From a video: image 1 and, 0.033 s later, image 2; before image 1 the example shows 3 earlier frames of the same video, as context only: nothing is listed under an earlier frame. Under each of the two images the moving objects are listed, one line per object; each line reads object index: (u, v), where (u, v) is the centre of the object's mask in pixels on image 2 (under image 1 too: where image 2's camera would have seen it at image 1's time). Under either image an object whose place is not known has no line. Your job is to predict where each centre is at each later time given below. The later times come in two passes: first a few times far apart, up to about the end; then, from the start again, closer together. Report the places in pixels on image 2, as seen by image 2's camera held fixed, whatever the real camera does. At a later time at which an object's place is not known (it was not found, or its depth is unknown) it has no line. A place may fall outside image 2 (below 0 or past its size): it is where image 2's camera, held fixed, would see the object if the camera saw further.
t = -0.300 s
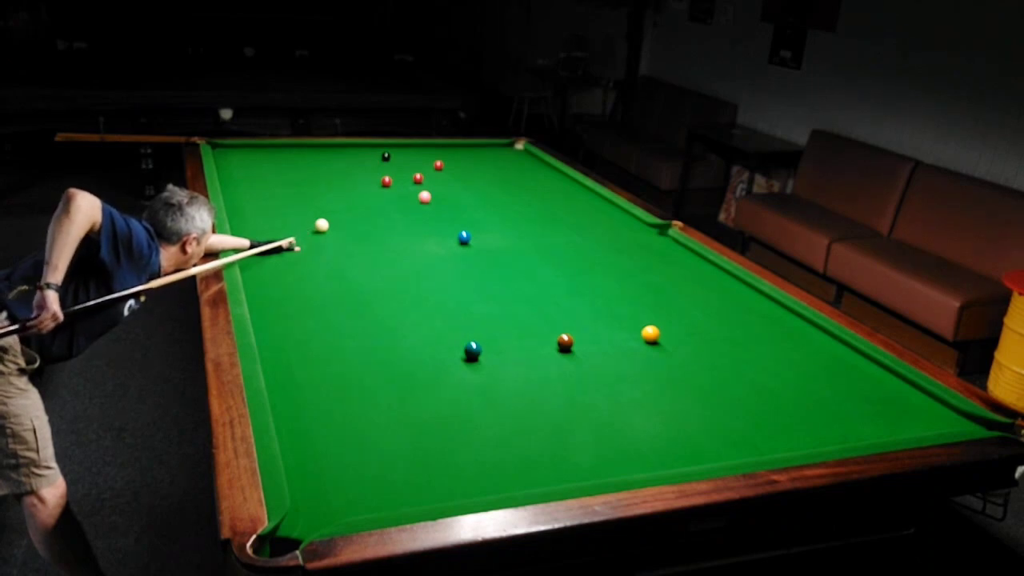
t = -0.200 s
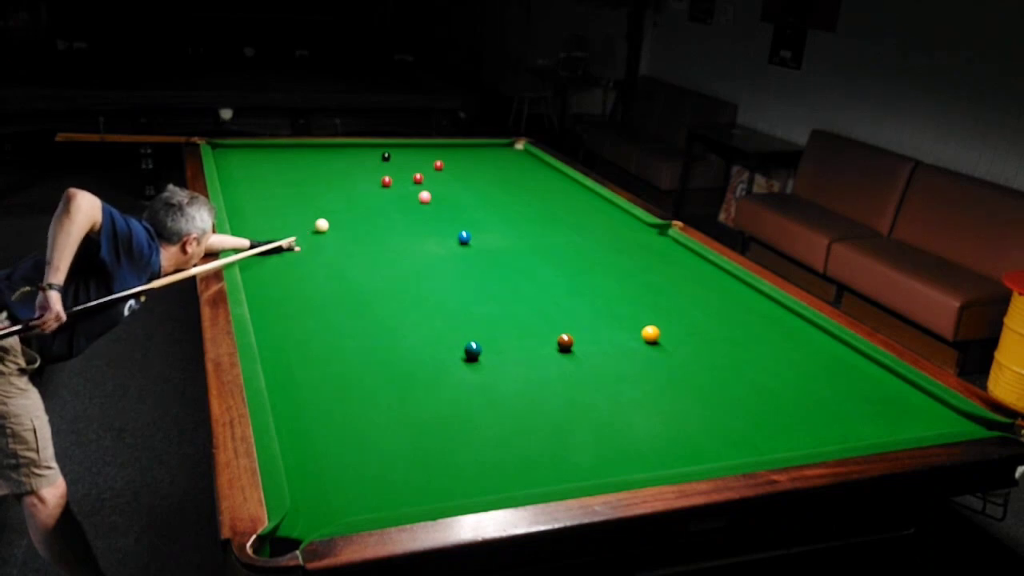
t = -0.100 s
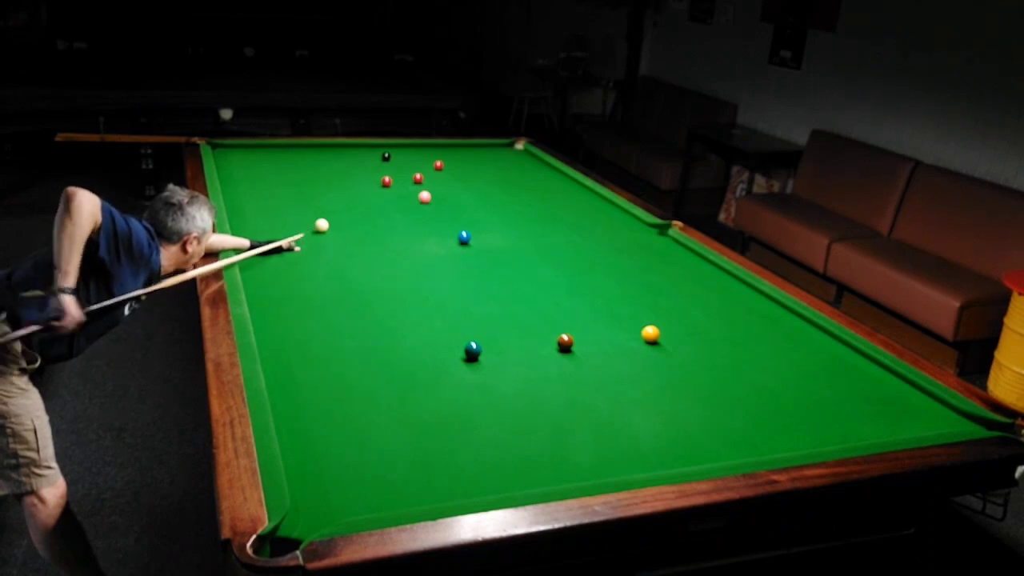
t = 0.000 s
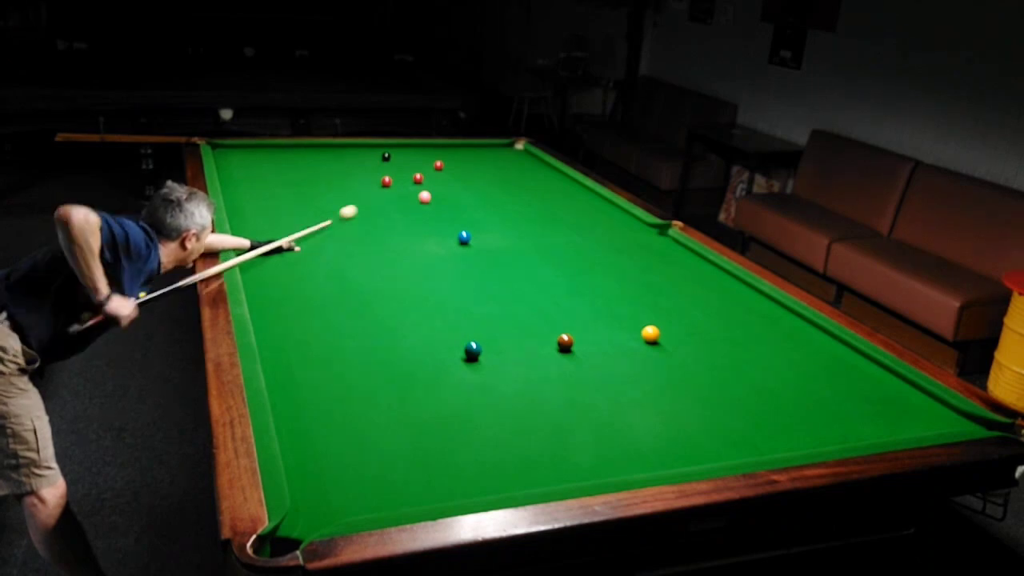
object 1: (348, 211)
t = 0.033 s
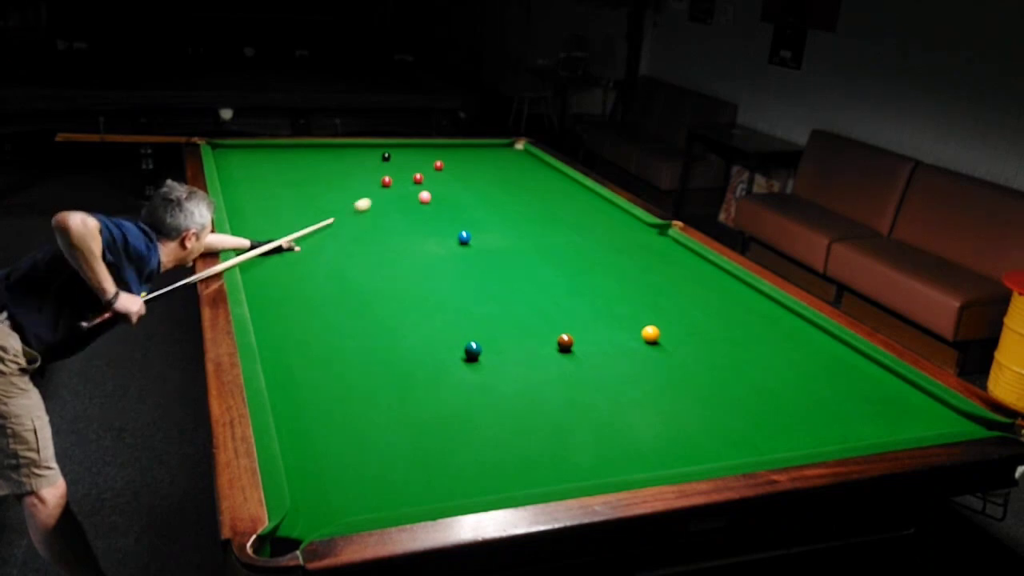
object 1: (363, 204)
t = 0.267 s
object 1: (406, 178)
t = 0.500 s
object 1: (394, 173)
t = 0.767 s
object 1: (381, 169)
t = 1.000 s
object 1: (370, 165)
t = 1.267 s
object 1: (359, 161)
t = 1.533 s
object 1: (349, 157)
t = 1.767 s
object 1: (341, 155)
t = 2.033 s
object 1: (333, 152)
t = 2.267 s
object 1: (326, 149)
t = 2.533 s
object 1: (320, 147)
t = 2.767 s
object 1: (314, 145)
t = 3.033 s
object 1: (311, 145)
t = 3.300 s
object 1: (309, 146)
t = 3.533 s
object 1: (308, 146)
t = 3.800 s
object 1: (307, 147)
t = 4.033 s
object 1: (307, 147)
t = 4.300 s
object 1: (307, 147)
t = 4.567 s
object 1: (307, 147)
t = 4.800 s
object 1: (307, 147)
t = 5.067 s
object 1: (307, 147)
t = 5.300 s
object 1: (307, 147)
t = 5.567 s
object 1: (307, 147)
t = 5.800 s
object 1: (307, 147)
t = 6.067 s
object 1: (307, 147)
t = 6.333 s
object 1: (307, 147)
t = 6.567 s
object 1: (307, 147)
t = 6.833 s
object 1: (307, 147)
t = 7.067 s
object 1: (307, 147)
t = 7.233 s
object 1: (307, 147)
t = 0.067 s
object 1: (376, 198)
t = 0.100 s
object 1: (388, 192)
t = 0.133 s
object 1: (400, 186)
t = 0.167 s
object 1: (409, 181)
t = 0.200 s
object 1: (410, 179)
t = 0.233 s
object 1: (408, 178)
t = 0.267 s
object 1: (406, 178)
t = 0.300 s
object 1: (405, 177)
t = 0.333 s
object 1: (403, 176)
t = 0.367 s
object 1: (401, 176)
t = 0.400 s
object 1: (399, 175)
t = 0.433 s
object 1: (397, 174)
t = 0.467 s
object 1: (396, 174)
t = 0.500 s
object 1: (394, 173)
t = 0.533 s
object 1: (393, 173)
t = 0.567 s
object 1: (391, 172)
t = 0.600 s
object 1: (389, 171)
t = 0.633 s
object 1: (388, 171)
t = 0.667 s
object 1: (386, 170)
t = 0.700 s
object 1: (384, 170)
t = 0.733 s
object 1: (383, 169)
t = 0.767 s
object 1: (381, 169)
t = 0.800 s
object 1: (379, 168)
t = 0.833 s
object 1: (378, 167)
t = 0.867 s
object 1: (376, 167)
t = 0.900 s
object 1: (375, 166)
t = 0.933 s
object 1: (373, 166)
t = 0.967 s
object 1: (372, 165)
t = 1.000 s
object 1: (370, 165)
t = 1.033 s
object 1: (369, 164)
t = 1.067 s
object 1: (367, 164)
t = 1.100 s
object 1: (366, 163)
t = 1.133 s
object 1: (365, 163)
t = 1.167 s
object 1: (363, 162)
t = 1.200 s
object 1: (362, 162)
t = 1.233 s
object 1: (361, 161)
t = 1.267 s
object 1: (359, 161)
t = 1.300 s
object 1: (358, 160)
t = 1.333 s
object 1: (357, 160)
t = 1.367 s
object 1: (356, 160)
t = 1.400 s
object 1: (354, 159)
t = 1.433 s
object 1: (353, 159)
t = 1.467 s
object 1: (352, 158)
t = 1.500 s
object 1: (351, 158)
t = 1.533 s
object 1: (349, 157)
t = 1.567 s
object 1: (348, 157)
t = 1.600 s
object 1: (347, 157)
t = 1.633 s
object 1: (346, 156)
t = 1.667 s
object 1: (345, 156)
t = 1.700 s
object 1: (344, 155)
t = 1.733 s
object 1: (342, 155)
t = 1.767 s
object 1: (341, 155)
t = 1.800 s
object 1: (340, 154)
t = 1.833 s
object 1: (339, 154)
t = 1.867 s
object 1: (338, 153)
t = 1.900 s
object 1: (337, 153)
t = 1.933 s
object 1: (336, 153)
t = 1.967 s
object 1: (335, 152)
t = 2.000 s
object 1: (334, 152)
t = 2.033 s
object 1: (333, 152)
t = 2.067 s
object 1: (332, 151)
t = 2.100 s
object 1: (331, 151)
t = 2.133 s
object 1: (330, 151)
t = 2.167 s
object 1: (329, 150)
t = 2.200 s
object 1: (328, 150)
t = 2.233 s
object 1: (327, 150)
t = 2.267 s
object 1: (326, 149)
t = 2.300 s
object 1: (325, 149)
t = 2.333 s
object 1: (325, 149)
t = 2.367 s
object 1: (324, 148)
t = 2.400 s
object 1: (323, 148)
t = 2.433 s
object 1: (322, 148)
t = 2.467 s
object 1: (321, 148)
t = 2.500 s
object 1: (320, 147)
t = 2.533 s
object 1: (320, 147)
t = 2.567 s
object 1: (319, 147)
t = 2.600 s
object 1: (318, 147)
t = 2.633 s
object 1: (317, 146)
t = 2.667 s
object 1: (317, 146)
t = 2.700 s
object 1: (316, 146)
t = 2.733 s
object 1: (315, 146)
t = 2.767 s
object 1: (314, 145)
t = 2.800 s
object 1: (314, 145)
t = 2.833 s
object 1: (313, 145)
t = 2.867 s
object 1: (313, 145)
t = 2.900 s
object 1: (312, 145)
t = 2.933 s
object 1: (311, 145)
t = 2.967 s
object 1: (311, 145)
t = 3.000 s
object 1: (311, 145)
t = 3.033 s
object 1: (311, 145)
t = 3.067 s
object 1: (310, 145)
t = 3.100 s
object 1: (310, 145)
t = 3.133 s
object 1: (310, 145)
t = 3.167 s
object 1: (310, 146)
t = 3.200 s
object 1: (310, 146)
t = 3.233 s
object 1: (309, 146)
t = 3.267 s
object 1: (309, 146)
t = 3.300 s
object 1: (309, 146)
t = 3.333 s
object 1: (309, 146)
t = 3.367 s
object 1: (309, 146)
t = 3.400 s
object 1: (308, 146)
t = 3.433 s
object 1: (308, 146)
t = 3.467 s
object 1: (308, 146)
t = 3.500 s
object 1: (308, 146)
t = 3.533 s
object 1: (308, 146)
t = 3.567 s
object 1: (308, 146)
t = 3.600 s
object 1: (308, 147)
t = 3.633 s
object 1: (308, 147)
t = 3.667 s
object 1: (307, 147)
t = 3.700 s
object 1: (307, 147)
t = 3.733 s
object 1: (307, 147)
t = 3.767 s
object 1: (307, 147)
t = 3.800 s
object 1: (307, 147)
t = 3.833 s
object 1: (307, 147)
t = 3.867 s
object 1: (307, 147)
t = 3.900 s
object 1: (307, 147)
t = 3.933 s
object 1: (307, 147)
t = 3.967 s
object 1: (307, 147)
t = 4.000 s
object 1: (307, 147)
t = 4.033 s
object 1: (307, 147)
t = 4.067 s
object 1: (307, 147)
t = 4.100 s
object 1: (307, 147)
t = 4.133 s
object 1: (307, 147)
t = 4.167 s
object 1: (307, 147)
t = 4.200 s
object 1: (307, 147)
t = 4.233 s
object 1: (307, 147)
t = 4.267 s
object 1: (307, 147)
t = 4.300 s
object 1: (307, 147)
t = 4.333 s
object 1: (307, 147)
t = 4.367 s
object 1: (307, 147)
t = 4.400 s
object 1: (307, 147)
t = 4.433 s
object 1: (307, 147)
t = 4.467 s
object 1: (307, 147)
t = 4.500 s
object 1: (307, 147)
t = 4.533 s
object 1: (307, 147)
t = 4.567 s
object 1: (307, 147)
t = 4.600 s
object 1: (307, 147)
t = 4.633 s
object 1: (307, 147)
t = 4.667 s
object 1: (307, 147)
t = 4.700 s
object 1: (307, 147)
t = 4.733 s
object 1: (307, 147)
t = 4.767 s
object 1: (307, 147)
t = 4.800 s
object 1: (307, 147)
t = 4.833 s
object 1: (307, 147)
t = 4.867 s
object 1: (307, 147)
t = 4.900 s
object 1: (307, 147)
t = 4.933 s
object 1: (307, 147)
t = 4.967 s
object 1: (307, 147)
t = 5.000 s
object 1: (307, 147)
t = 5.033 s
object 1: (307, 147)
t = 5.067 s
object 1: (307, 147)
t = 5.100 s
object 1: (307, 147)
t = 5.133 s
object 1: (307, 147)
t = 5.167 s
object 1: (307, 147)
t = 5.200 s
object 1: (307, 147)
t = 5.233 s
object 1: (307, 147)
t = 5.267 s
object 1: (307, 147)
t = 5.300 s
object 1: (307, 147)
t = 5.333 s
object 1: (307, 147)
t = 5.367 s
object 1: (307, 147)
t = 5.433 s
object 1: (307, 147)
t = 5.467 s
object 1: (307, 147)
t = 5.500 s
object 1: (307, 147)
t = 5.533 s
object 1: (307, 147)
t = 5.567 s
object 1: (307, 147)
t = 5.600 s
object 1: (307, 147)
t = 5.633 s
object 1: (307, 147)
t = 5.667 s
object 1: (307, 147)
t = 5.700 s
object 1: (307, 147)
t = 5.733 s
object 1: (307, 147)
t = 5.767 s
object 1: (307, 147)
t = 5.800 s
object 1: (307, 147)
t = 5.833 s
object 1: (307, 147)
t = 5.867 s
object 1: (307, 147)
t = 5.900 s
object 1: (307, 147)
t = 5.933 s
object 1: (307, 147)
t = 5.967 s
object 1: (307, 147)
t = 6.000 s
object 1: (307, 147)
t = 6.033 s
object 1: (307, 147)
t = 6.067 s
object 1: (307, 147)
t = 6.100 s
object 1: (307, 147)
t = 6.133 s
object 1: (307, 147)
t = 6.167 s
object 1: (307, 147)
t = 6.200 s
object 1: (307, 147)
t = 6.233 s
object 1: (307, 147)
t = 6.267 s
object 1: (307, 147)
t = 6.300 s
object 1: (307, 147)
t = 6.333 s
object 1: (307, 147)
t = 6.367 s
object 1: (307, 147)
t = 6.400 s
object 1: (307, 147)
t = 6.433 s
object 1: (307, 147)
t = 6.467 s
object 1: (307, 147)
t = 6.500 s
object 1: (307, 147)
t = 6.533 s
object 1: (307, 147)
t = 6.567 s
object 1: (307, 147)
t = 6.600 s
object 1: (307, 147)
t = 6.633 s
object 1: (307, 147)
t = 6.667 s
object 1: (307, 147)
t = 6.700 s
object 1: (307, 147)
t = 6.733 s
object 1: (307, 147)
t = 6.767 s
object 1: (307, 147)
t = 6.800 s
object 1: (307, 147)
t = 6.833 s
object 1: (307, 147)
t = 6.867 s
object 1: (307, 147)
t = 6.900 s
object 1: (307, 147)
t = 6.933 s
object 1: (307, 147)
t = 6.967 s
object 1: (307, 147)
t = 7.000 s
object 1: (307, 147)
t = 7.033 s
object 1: (307, 147)
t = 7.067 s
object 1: (307, 147)
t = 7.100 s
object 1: (307, 147)
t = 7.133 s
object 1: (307, 147)
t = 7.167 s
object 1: (307, 147)
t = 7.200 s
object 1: (307, 147)
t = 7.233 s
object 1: (307, 147)
